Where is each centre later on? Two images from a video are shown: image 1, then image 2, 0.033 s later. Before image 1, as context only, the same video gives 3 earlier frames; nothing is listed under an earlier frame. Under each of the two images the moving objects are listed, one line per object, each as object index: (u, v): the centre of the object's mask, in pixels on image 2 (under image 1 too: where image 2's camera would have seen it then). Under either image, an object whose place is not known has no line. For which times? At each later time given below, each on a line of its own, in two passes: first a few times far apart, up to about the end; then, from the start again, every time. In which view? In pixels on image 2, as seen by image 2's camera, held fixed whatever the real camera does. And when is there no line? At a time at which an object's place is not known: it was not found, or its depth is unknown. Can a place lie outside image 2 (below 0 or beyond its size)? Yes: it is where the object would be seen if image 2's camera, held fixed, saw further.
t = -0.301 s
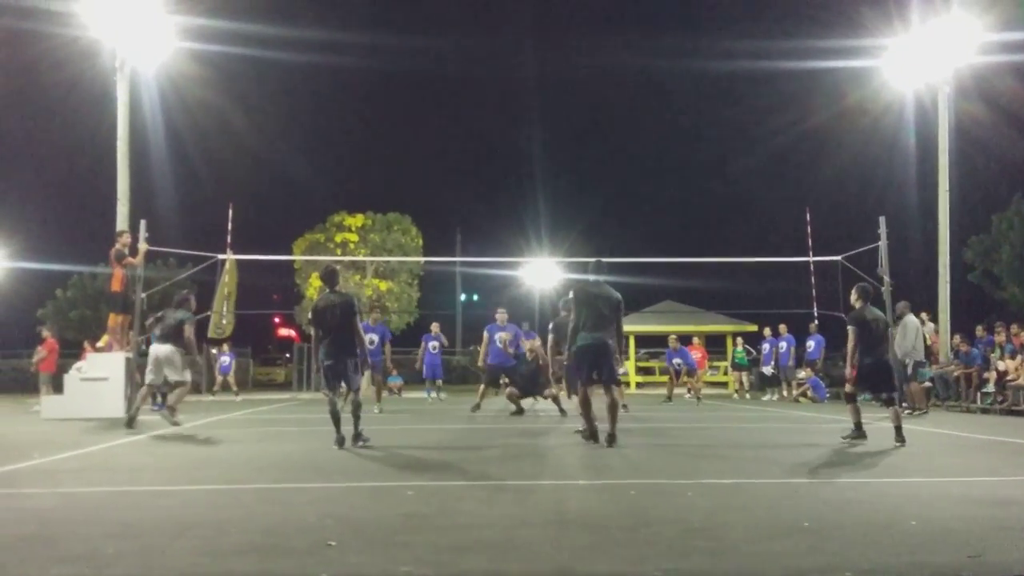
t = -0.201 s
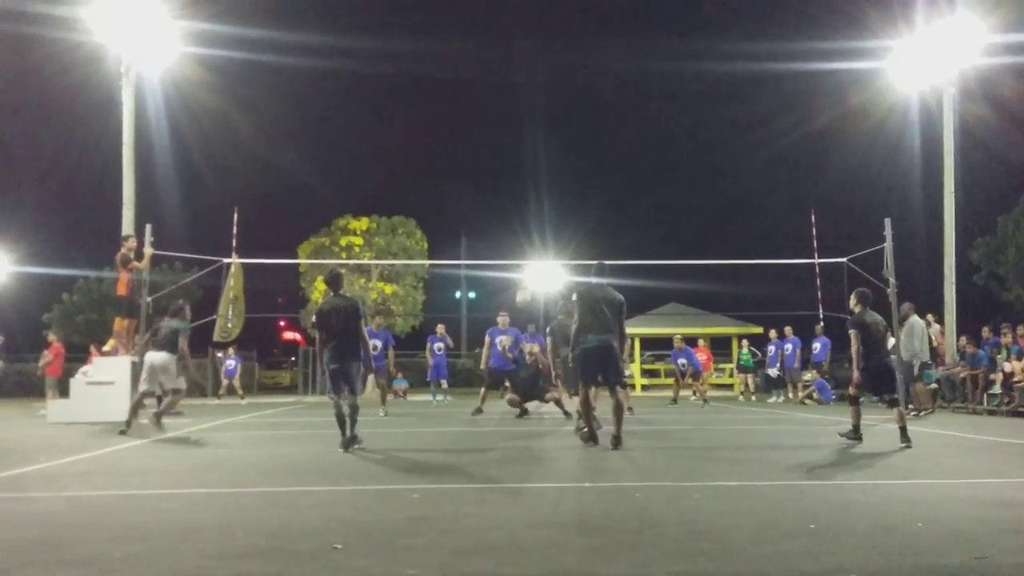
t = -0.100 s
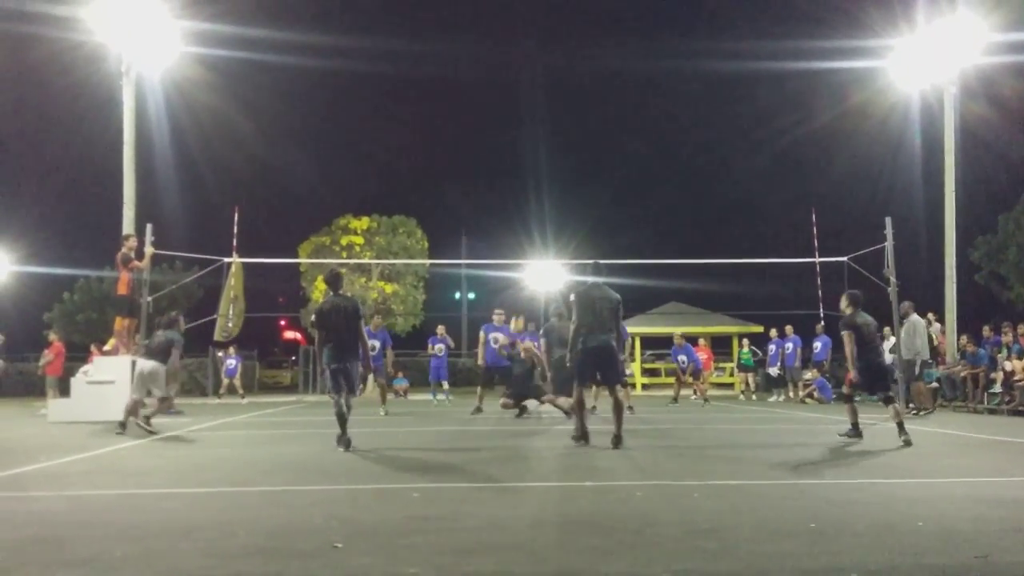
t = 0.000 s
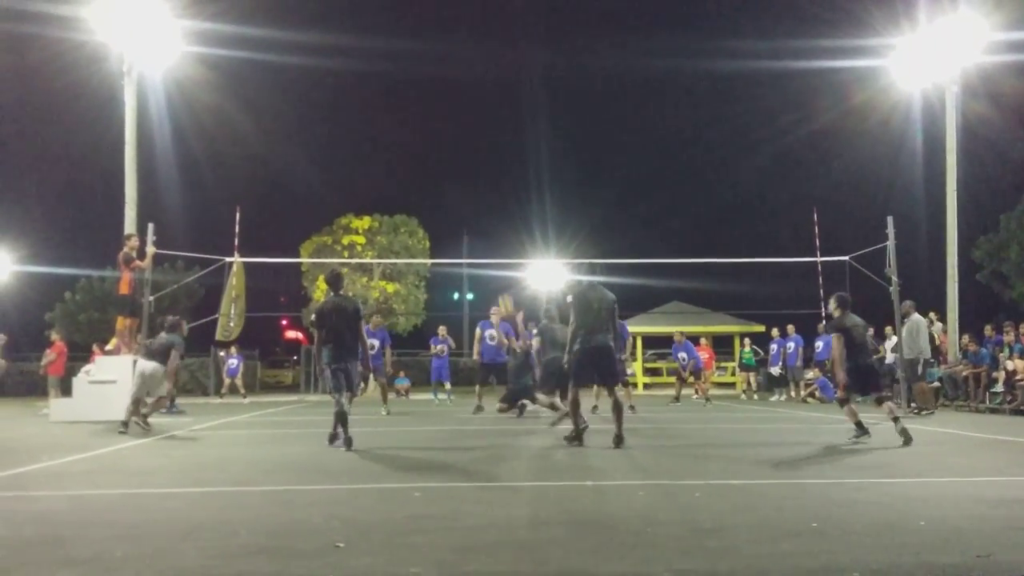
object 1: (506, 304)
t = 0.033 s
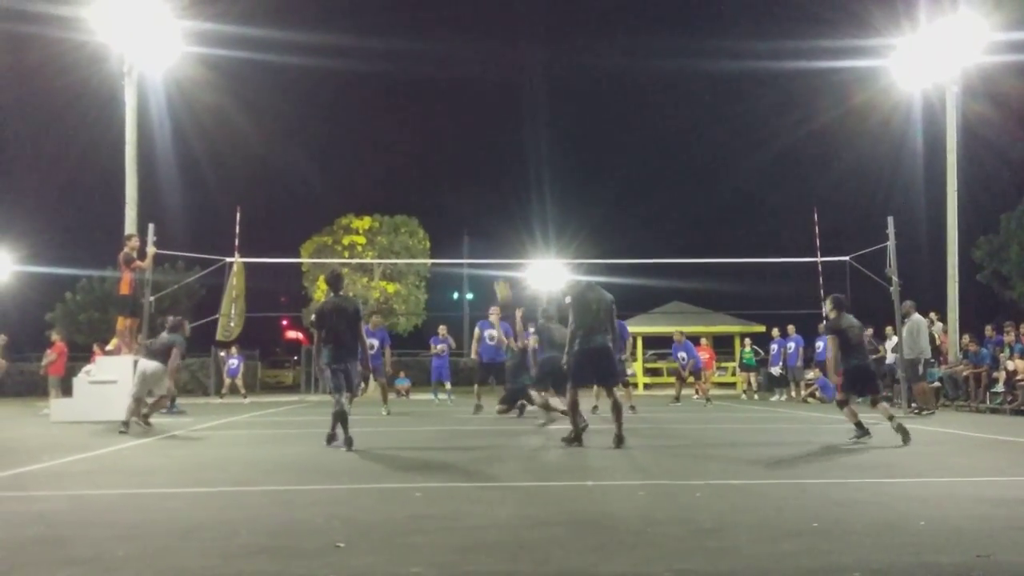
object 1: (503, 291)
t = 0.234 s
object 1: (476, 213)
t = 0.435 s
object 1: (454, 165)
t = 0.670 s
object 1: (429, 142)
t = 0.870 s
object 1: (409, 150)
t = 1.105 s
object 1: (387, 192)
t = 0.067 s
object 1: (497, 275)
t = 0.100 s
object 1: (493, 260)
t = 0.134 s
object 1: (489, 247)
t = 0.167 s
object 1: (485, 235)
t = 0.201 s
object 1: (480, 224)
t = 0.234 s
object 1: (476, 213)
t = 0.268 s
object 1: (472, 204)
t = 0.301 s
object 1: (468, 195)
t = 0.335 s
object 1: (465, 186)
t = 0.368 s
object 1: (461, 178)
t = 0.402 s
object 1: (457, 171)
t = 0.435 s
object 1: (454, 165)
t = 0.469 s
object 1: (450, 160)
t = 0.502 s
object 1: (446, 155)
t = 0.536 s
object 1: (443, 151)
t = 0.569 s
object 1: (439, 148)
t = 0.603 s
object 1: (435, 145)
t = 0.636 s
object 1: (432, 143)
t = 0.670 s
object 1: (429, 142)
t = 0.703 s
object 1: (425, 142)
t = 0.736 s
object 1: (422, 142)
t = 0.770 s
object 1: (418, 143)
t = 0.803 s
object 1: (415, 145)
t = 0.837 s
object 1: (412, 148)
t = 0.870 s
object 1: (409, 150)
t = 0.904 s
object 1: (405, 155)
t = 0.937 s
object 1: (402, 159)
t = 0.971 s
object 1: (399, 164)
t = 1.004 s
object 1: (396, 170)
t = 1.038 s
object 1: (393, 177)
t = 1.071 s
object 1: (390, 184)
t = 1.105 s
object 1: (387, 192)
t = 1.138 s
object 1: (384, 200)
